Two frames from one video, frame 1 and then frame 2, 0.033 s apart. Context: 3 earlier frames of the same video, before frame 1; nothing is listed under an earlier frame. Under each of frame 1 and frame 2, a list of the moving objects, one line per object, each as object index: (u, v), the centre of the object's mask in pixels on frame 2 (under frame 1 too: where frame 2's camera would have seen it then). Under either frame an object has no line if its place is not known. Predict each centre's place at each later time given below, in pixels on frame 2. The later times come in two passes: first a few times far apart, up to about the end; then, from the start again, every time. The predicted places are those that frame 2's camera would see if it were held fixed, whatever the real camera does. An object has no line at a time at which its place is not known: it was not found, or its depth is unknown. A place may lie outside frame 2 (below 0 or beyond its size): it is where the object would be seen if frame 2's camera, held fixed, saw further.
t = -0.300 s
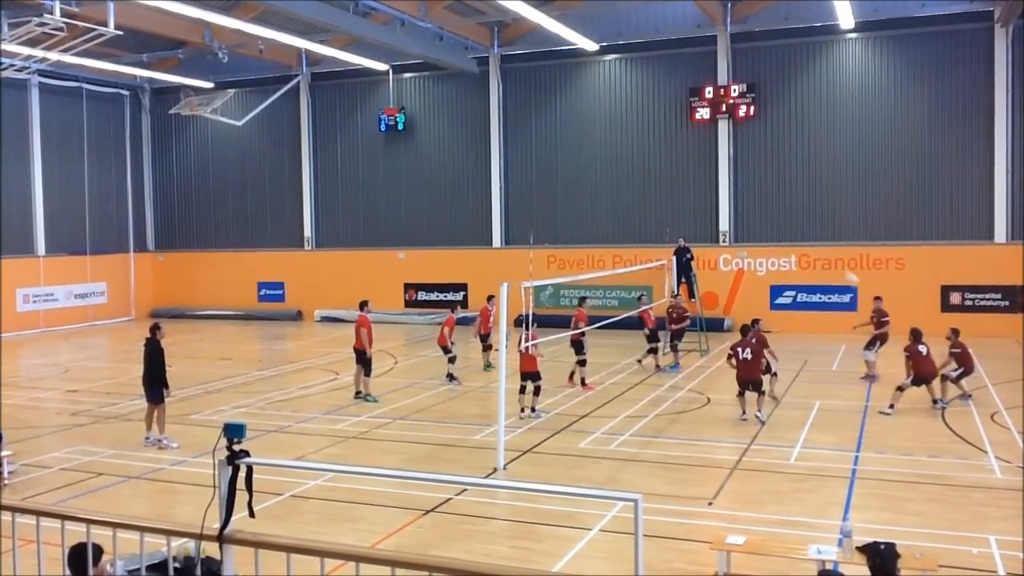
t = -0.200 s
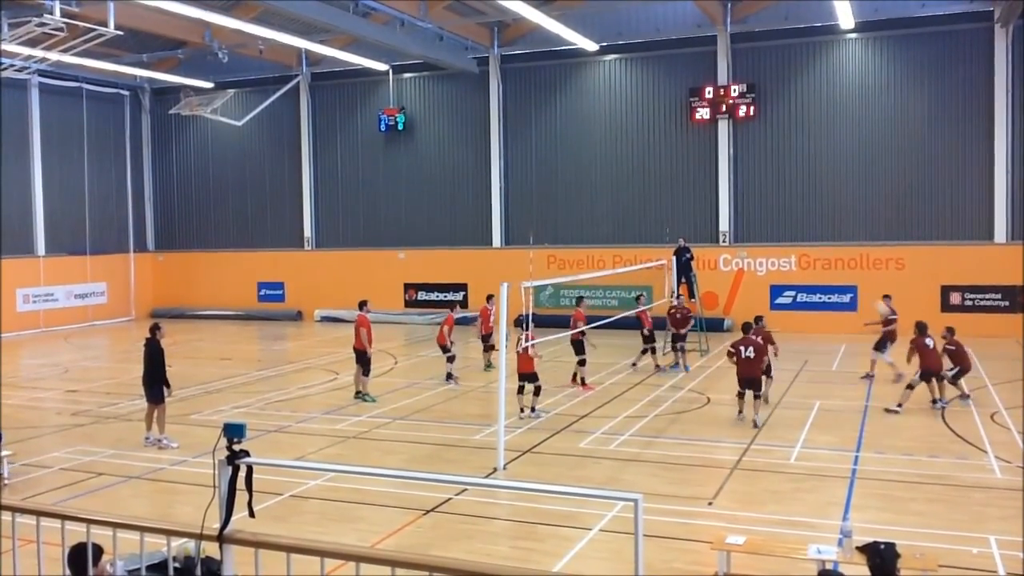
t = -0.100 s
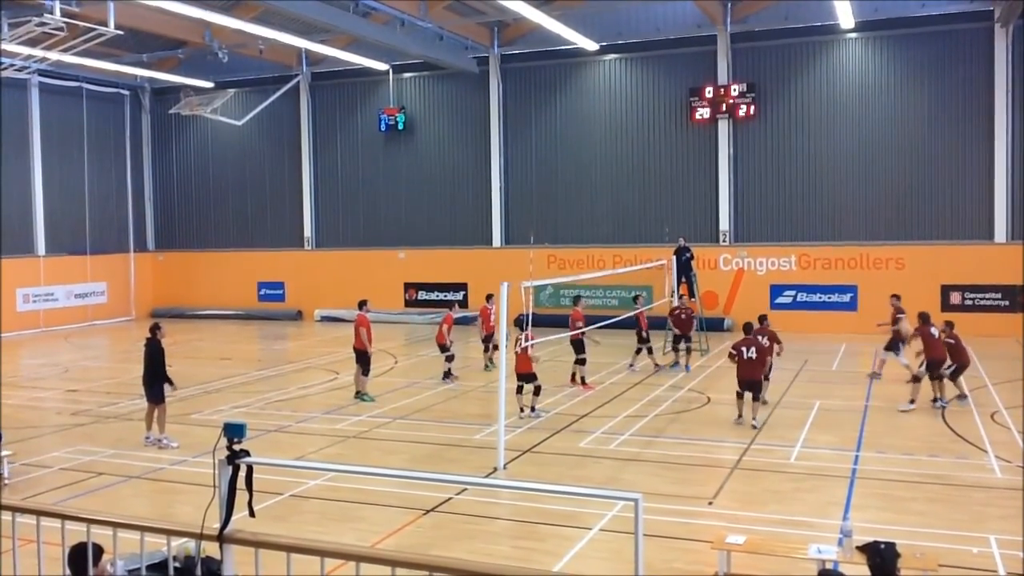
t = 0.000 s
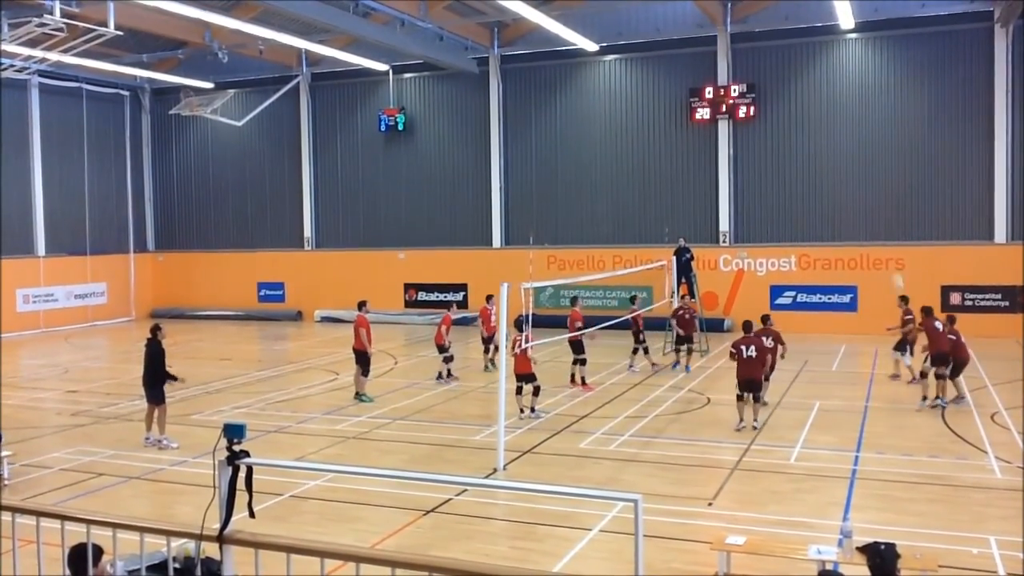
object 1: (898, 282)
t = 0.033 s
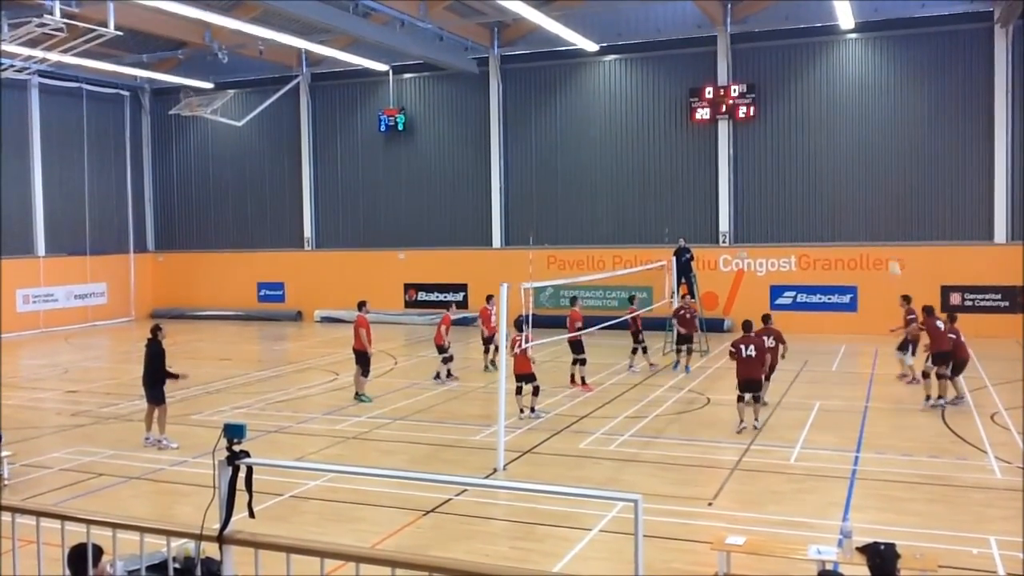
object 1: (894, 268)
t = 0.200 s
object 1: (880, 211)
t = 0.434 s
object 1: (860, 158)
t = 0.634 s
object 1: (844, 135)
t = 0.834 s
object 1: (827, 135)
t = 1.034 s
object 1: (811, 156)
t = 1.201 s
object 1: (799, 190)
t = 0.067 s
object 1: (892, 254)
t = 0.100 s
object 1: (889, 241)
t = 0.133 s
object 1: (886, 232)
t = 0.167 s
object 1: (883, 221)
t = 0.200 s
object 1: (880, 211)
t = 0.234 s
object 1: (877, 202)
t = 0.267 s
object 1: (874, 193)
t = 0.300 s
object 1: (871, 185)
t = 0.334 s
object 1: (868, 177)
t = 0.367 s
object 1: (866, 170)
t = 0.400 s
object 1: (863, 163)
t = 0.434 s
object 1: (860, 158)
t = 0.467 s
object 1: (858, 152)
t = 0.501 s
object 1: (855, 148)
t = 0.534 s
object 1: (852, 143)
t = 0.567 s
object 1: (849, 140)
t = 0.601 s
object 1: (846, 138)
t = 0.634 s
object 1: (844, 135)
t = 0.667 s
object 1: (841, 134)
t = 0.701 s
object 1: (838, 133)
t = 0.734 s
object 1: (835, 132)
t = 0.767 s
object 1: (833, 133)
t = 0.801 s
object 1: (830, 134)
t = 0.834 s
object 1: (827, 135)
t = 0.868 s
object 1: (824, 137)
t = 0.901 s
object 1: (822, 140)
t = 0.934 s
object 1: (819, 143)
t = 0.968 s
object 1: (817, 146)
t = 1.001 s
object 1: (814, 151)
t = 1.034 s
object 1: (811, 156)
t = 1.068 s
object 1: (809, 162)
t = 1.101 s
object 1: (806, 167)
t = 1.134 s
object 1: (804, 175)
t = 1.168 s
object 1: (801, 182)
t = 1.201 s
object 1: (799, 190)
